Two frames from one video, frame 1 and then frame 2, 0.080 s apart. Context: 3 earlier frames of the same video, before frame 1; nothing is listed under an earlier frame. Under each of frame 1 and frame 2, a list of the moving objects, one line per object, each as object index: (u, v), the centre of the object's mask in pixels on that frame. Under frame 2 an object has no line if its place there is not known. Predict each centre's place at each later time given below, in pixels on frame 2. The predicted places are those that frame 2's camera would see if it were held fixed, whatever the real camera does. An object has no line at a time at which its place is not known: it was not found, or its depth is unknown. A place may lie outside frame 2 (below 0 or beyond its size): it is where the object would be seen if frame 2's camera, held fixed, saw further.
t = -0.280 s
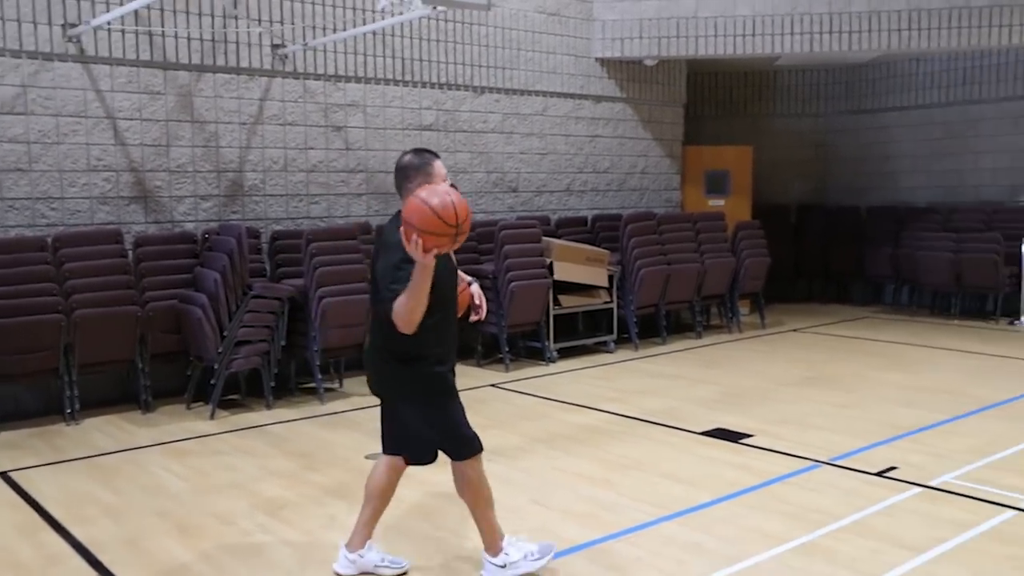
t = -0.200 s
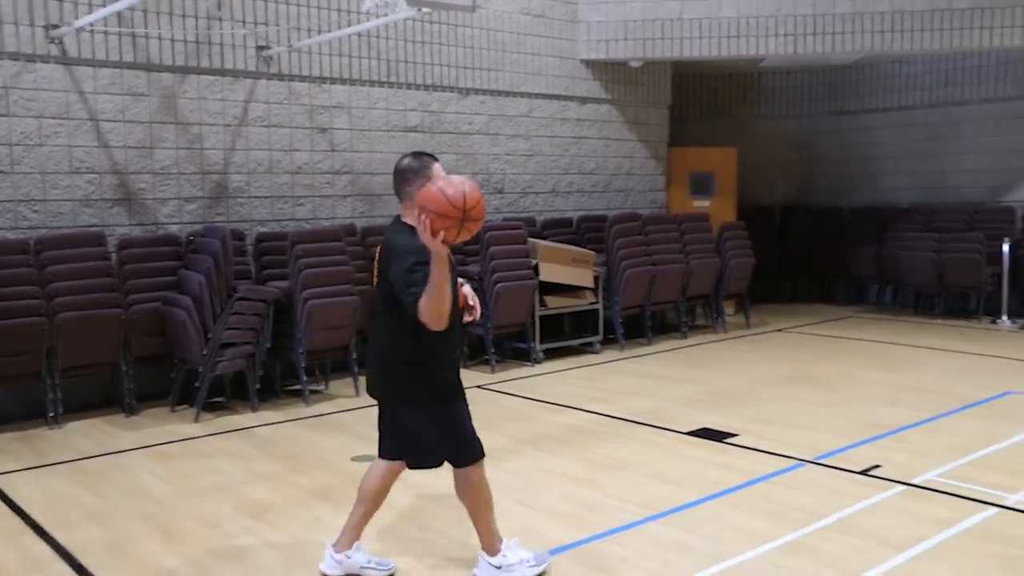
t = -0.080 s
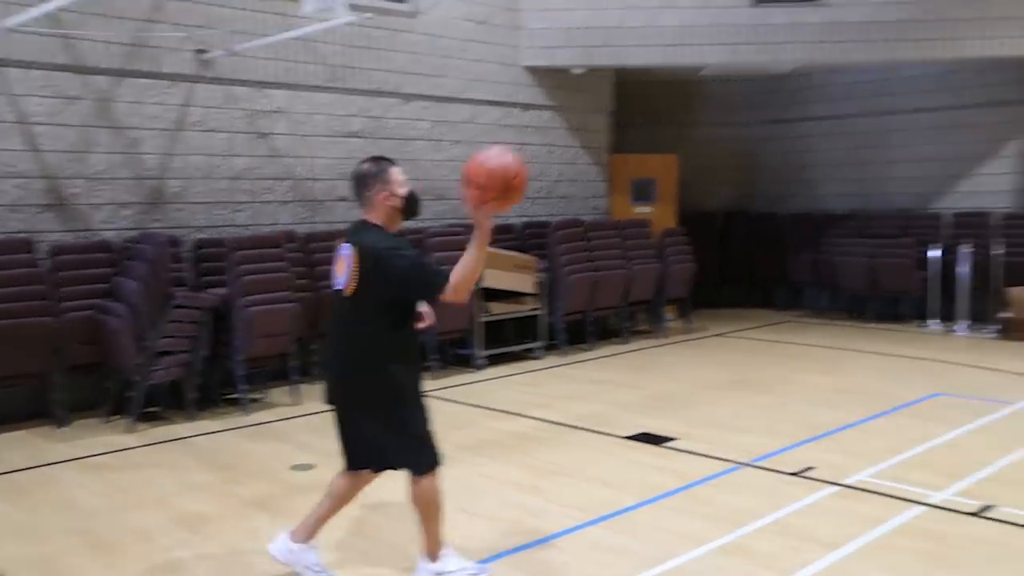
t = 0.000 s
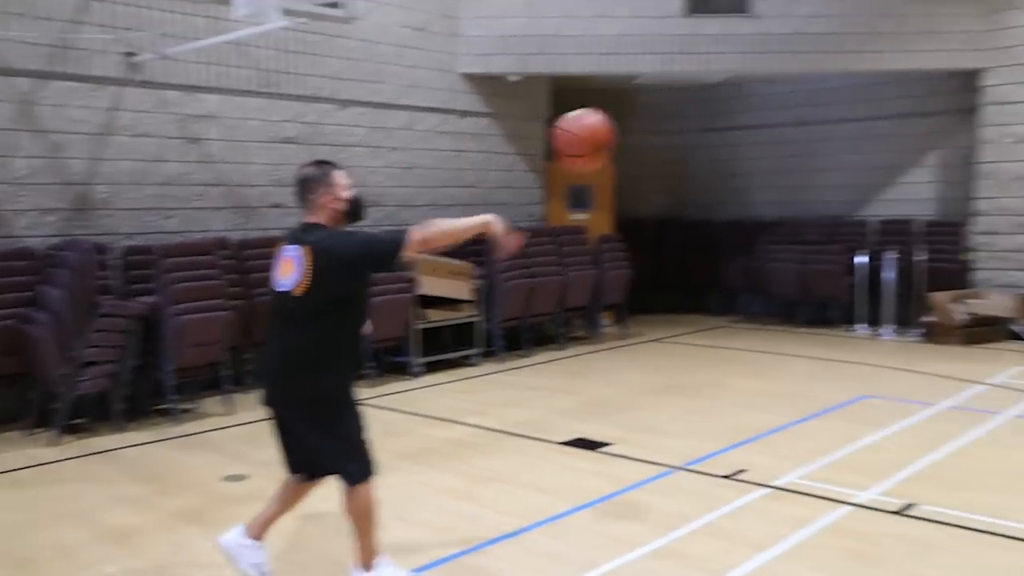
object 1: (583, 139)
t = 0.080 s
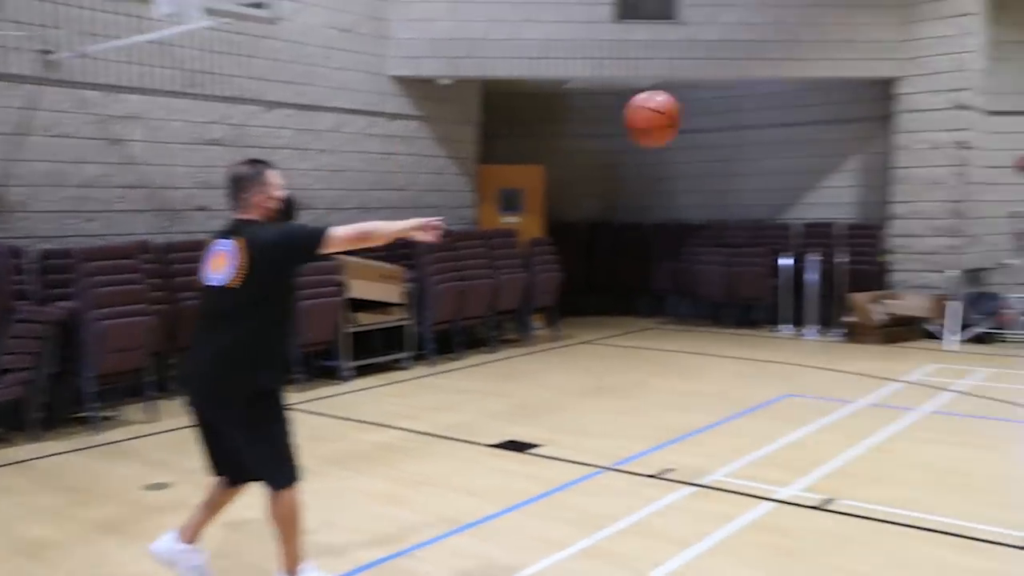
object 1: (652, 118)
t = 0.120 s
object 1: (713, 112)
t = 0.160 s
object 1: (768, 110)
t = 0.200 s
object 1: (818, 111)
